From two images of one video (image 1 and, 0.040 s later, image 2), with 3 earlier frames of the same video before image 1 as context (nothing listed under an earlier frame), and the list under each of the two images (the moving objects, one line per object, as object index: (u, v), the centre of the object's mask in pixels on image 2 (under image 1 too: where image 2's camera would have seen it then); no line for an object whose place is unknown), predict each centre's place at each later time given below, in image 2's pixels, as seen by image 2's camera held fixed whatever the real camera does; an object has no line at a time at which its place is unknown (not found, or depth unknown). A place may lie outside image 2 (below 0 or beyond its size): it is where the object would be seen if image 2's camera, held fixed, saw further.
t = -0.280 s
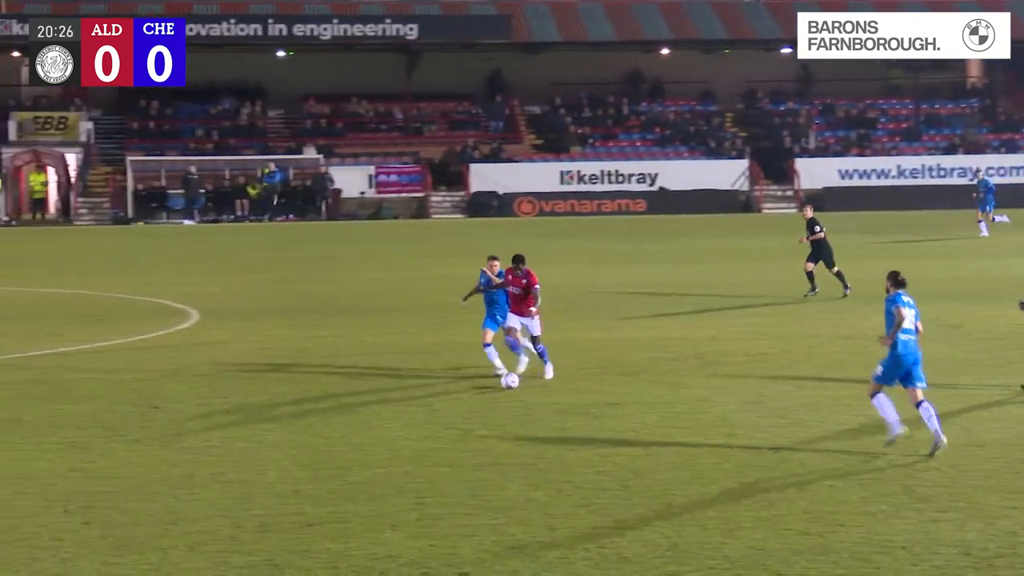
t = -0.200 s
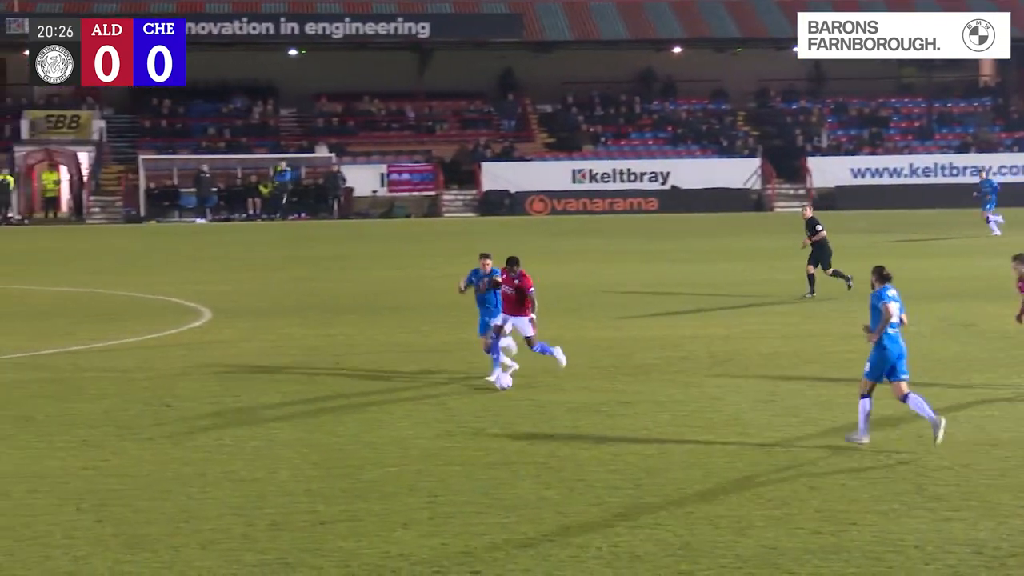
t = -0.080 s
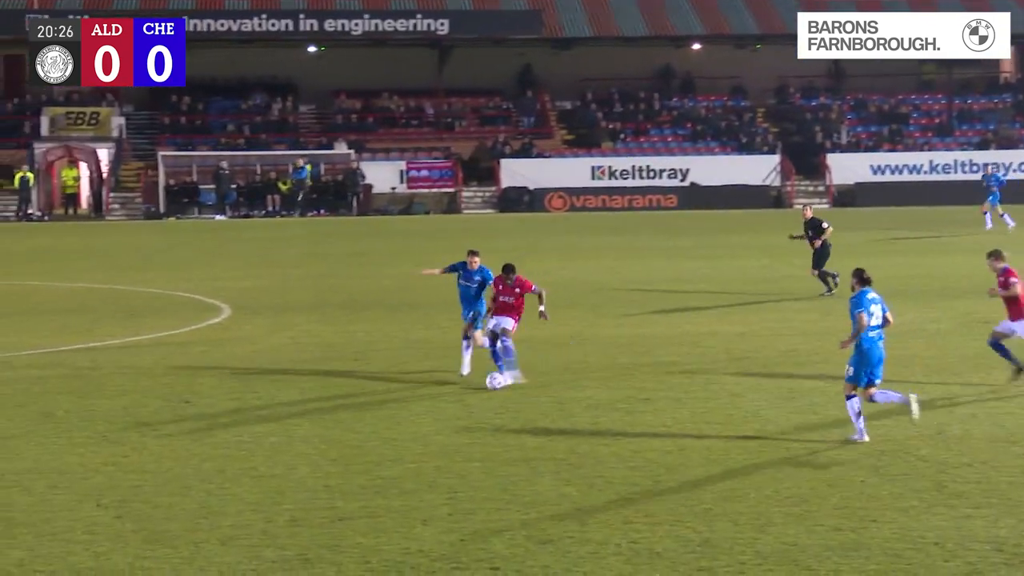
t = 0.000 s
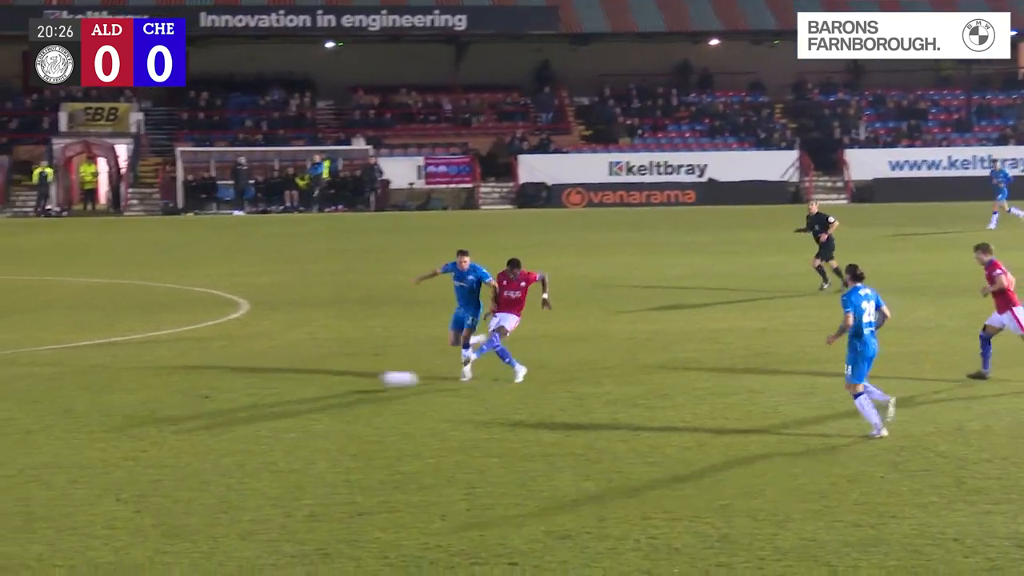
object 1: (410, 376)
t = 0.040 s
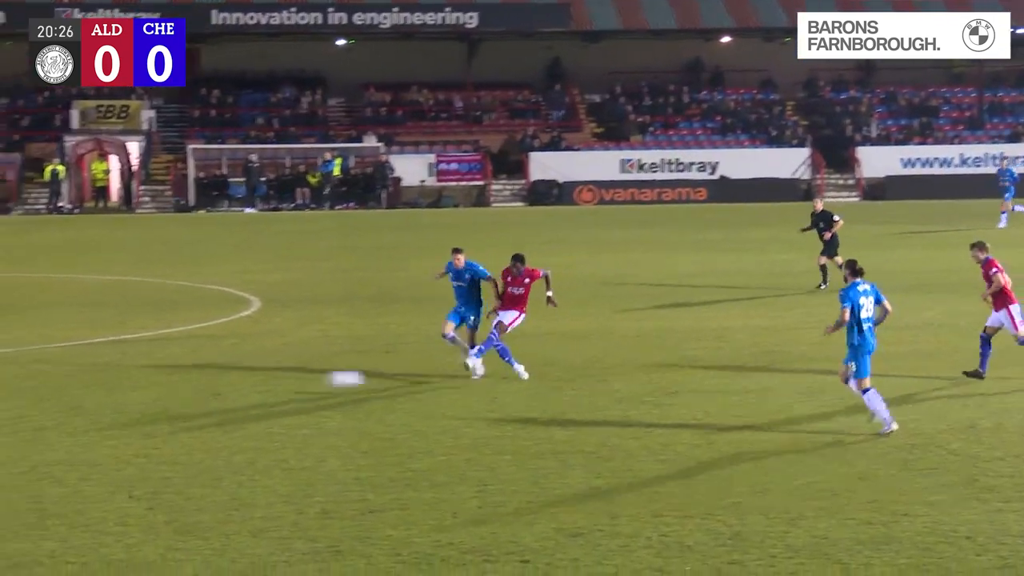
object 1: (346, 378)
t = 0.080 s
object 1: (279, 384)
